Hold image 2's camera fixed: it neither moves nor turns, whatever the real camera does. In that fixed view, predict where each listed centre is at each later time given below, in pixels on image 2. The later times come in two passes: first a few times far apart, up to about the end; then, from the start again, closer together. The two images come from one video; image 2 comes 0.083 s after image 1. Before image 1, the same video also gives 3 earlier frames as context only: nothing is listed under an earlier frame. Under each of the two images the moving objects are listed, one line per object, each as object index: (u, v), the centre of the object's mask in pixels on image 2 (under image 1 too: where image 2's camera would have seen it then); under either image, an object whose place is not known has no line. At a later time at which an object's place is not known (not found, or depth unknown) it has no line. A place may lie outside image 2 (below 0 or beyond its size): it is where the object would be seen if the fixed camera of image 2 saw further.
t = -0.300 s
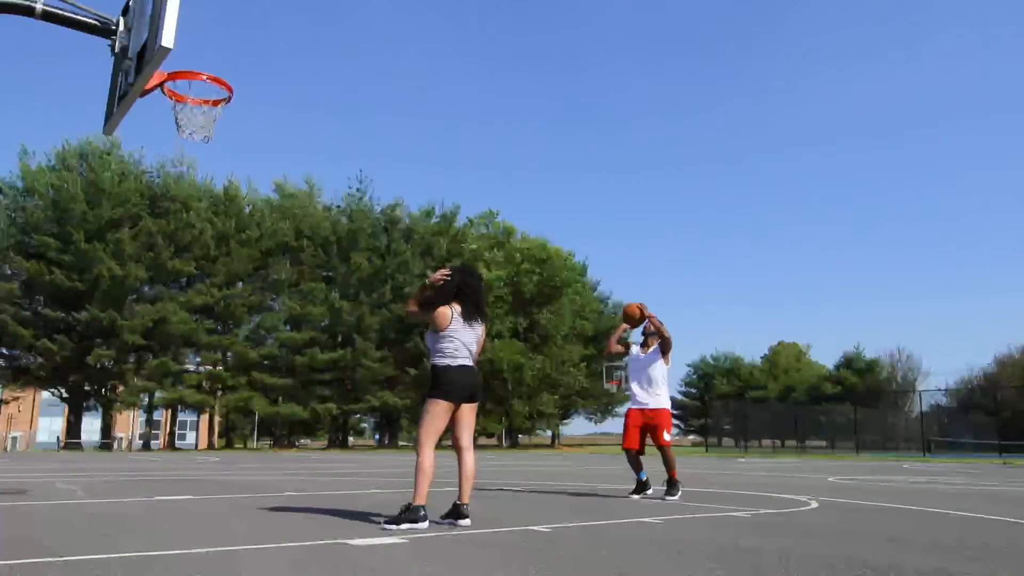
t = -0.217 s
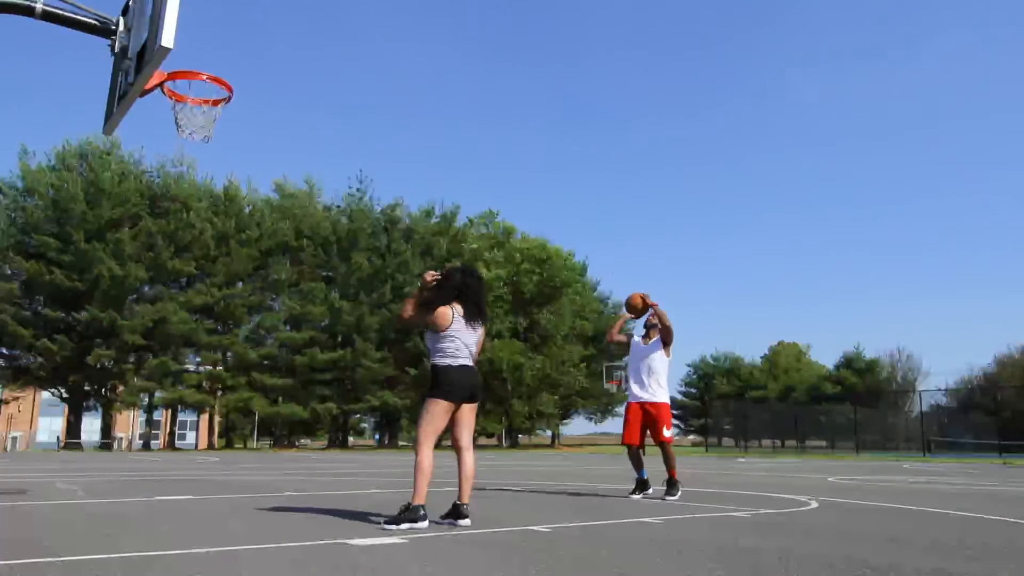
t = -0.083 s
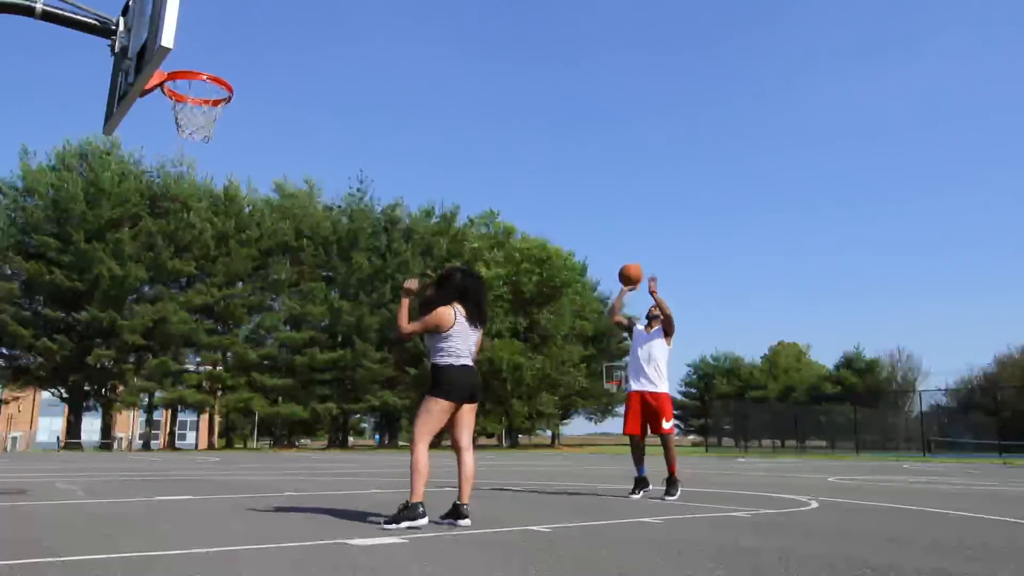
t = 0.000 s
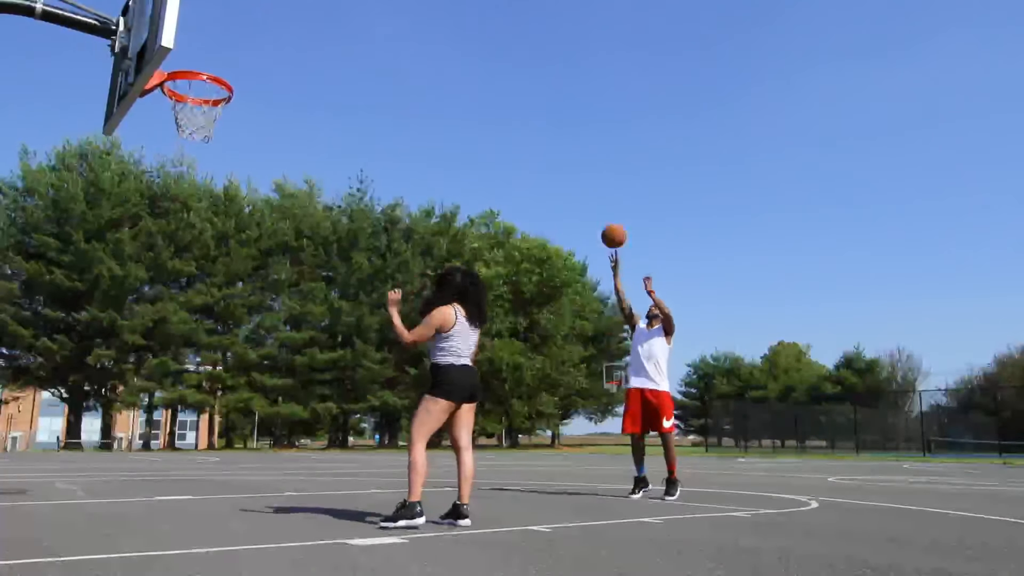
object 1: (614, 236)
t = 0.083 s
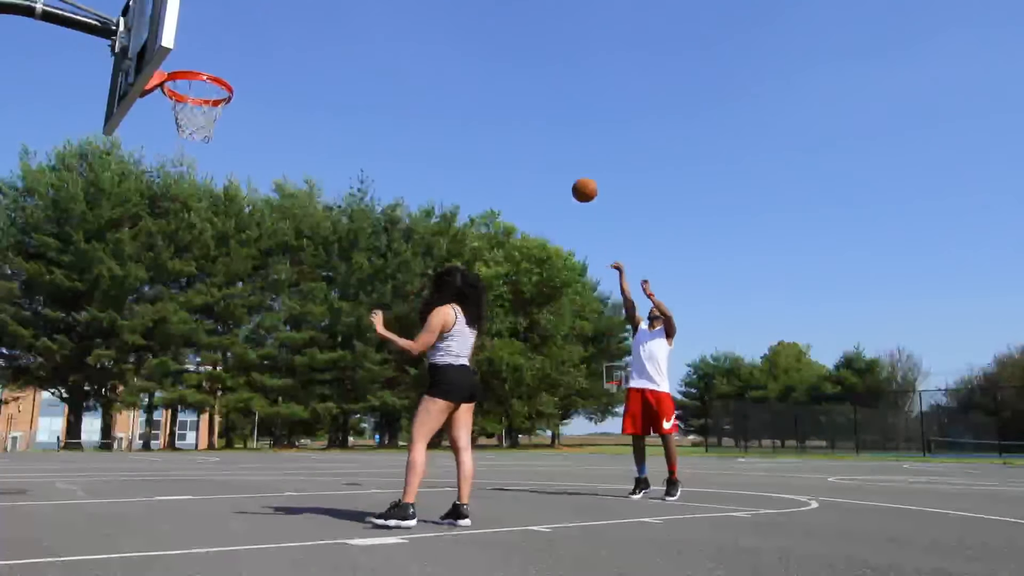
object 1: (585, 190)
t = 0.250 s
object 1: (522, 114)
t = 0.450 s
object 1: (440, 52)
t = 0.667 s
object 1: (338, 30)
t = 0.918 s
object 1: (194, 71)
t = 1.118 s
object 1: (206, 113)
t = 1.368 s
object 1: (188, 119)
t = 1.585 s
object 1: (196, 132)
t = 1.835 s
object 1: (198, 197)
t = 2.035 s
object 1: (196, 312)
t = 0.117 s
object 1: (573, 173)
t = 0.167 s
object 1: (554, 149)
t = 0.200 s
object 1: (541, 134)
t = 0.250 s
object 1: (522, 114)
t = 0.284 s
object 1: (509, 101)
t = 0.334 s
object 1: (489, 84)
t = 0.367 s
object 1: (475, 74)
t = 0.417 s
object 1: (454, 60)
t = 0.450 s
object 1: (440, 52)
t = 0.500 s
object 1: (418, 43)
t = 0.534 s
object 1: (403, 37)
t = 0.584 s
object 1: (379, 32)
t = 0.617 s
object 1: (363, 30)
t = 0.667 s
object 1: (338, 30)
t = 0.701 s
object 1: (321, 30)
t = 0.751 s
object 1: (294, 35)
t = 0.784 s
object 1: (275, 40)
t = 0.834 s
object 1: (246, 49)
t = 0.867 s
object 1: (226, 58)
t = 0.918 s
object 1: (194, 71)
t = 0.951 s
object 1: (187, 91)
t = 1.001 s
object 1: (199, 113)
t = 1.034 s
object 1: (203, 114)
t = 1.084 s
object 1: (205, 113)
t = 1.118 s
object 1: (206, 113)
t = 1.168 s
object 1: (207, 114)
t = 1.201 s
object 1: (205, 114)
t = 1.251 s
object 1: (198, 116)
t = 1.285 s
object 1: (193, 118)
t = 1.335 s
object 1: (189, 118)
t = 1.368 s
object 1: (188, 119)
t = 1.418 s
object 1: (189, 121)
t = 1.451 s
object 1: (190, 123)
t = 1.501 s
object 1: (192, 125)
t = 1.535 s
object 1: (194, 128)
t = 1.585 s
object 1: (196, 132)
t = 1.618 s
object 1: (198, 136)
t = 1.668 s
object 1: (198, 146)
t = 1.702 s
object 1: (198, 153)
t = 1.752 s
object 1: (198, 167)
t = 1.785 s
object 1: (198, 178)
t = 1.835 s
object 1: (198, 197)
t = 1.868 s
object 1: (198, 212)
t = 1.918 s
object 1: (198, 237)
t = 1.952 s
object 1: (197, 255)
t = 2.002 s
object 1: (196, 288)
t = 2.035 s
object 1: (196, 312)
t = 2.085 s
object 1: (194, 351)
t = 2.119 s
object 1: (193, 379)
